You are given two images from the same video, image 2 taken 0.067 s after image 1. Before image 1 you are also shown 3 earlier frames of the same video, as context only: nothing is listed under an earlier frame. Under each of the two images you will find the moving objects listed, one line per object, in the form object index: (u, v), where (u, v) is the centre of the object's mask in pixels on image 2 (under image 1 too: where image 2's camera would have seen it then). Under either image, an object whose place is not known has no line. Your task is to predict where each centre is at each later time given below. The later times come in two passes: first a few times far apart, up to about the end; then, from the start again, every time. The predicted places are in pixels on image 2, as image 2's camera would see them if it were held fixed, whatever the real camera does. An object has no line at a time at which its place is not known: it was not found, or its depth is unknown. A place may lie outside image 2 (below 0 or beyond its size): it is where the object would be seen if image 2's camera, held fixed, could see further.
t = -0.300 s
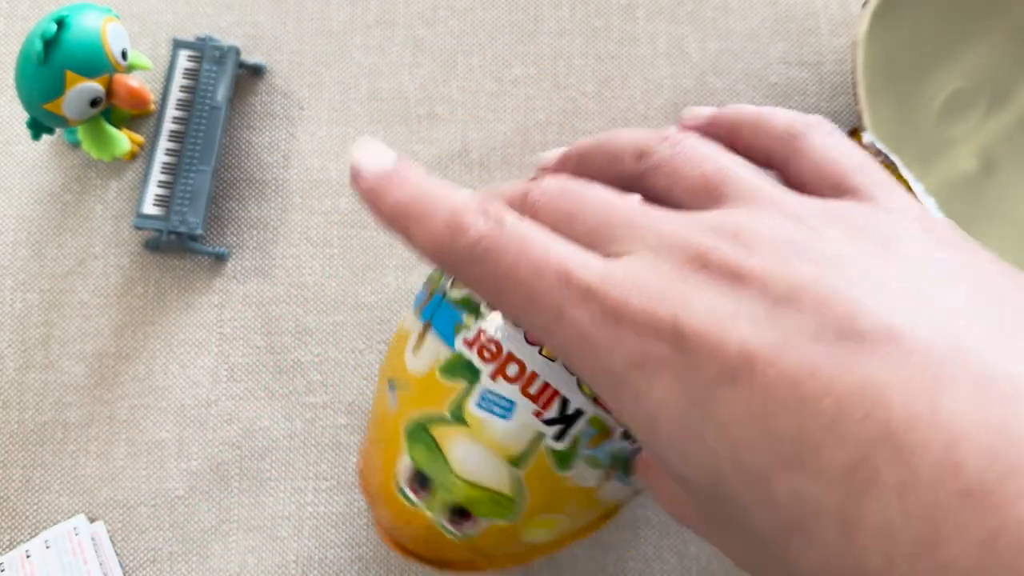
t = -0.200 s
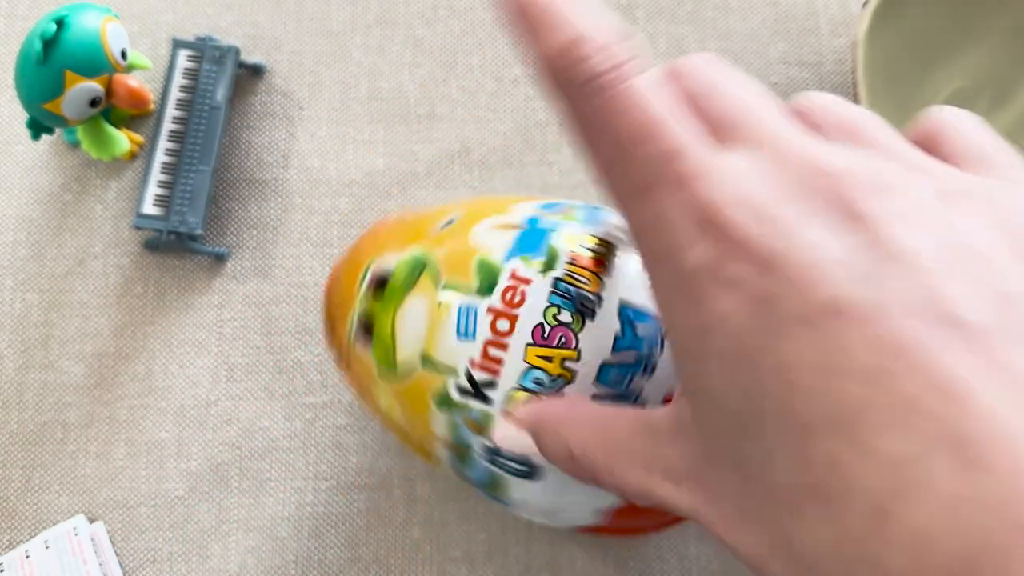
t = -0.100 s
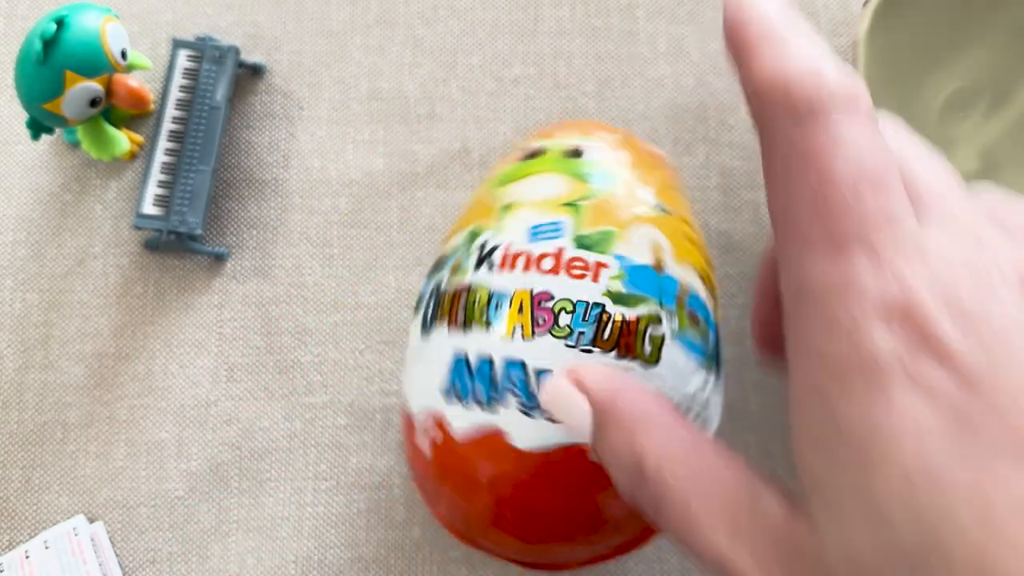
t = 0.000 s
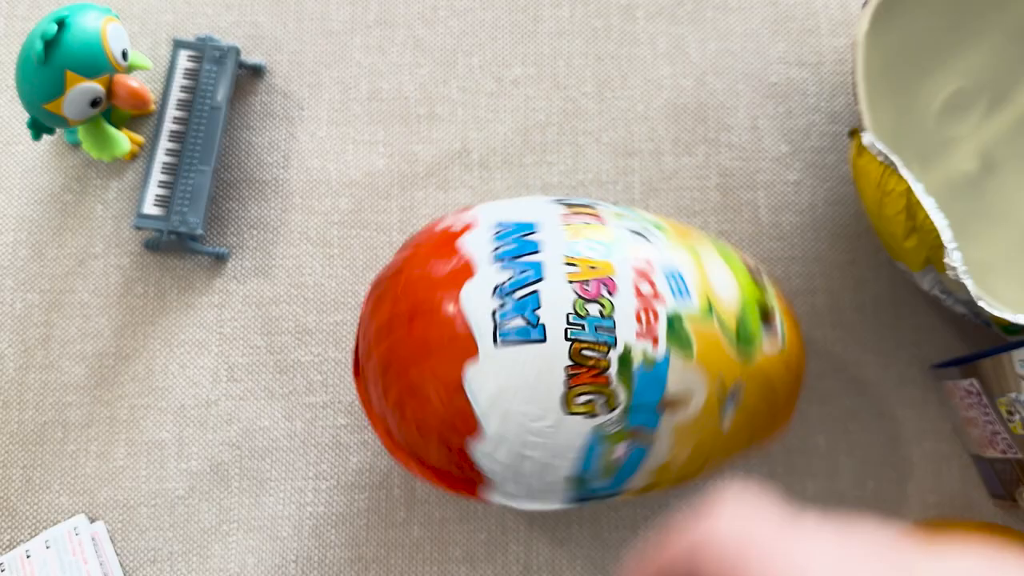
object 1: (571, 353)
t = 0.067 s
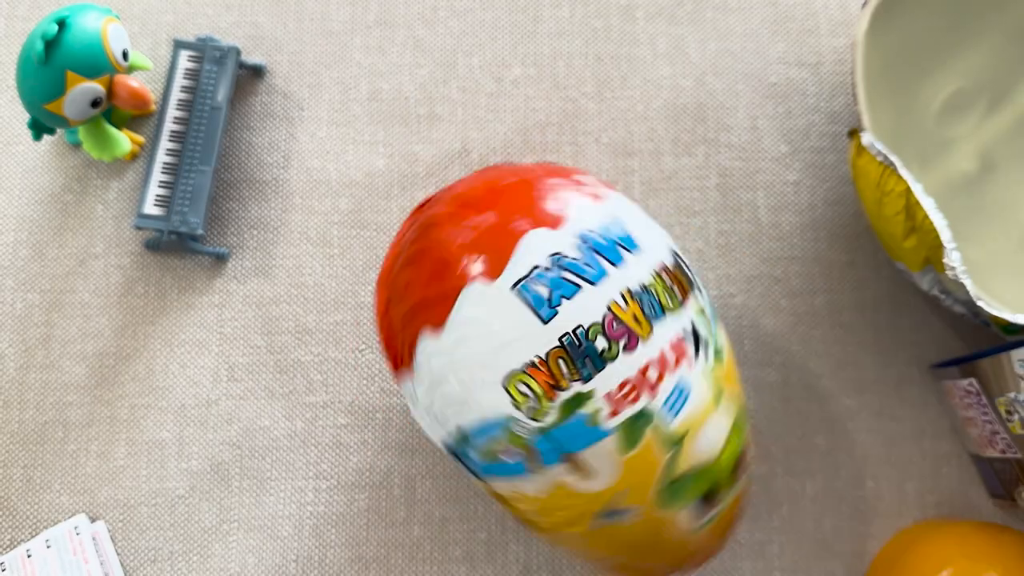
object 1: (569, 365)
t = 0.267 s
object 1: (552, 349)
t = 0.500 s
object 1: (572, 351)
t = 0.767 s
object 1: (554, 354)
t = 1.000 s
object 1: (568, 349)
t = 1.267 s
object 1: (550, 360)
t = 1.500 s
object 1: (554, 350)
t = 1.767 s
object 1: (561, 364)
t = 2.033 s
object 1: (549, 355)
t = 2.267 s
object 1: (555, 349)
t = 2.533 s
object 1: (560, 364)
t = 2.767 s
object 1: (546, 360)
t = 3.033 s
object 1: (549, 353)
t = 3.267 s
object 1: (555, 349)
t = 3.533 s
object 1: (565, 360)
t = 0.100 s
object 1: (562, 362)
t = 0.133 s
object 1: (555, 363)
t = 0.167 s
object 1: (549, 361)
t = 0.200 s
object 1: (549, 355)
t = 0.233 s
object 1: (551, 351)
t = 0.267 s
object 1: (552, 349)
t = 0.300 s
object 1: (553, 347)
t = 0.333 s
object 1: (554, 345)
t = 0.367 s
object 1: (555, 343)
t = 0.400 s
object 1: (557, 341)
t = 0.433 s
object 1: (562, 341)
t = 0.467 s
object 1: (568, 344)
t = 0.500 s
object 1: (572, 351)
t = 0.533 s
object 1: (573, 358)
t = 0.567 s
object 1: (571, 363)
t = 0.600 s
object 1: (565, 362)
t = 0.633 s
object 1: (560, 364)
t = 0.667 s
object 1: (555, 364)
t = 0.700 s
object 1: (553, 360)
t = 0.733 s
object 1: (554, 356)
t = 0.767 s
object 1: (554, 354)
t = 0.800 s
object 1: (555, 353)
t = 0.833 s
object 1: (555, 352)
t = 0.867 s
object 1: (556, 351)
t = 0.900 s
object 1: (556, 349)
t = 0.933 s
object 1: (559, 348)
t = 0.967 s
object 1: (563, 348)
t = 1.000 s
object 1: (568, 349)
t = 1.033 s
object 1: (571, 354)
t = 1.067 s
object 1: (572, 359)
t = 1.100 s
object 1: (569, 364)
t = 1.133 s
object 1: (564, 363)
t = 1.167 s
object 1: (560, 364)
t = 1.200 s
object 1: (555, 366)
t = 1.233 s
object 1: (552, 364)
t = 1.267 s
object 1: (550, 360)
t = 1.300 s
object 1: (550, 357)
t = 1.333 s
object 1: (551, 355)
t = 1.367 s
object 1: (552, 354)
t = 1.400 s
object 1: (552, 353)
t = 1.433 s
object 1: (553, 352)
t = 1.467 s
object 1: (554, 352)
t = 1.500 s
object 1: (554, 350)
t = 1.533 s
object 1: (556, 349)
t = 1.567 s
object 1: (559, 348)
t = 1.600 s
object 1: (564, 350)
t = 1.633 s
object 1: (567, 353)
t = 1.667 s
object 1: (569, 357)
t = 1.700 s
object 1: (568, 362)
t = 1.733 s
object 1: (565, 365)
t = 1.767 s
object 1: (561, 364)
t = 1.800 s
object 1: (557, 364)
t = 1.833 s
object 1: (554, 366)
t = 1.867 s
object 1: (549, 366)
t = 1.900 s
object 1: (547, 363)
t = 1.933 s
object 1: (546, 360)
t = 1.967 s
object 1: (547, 358)
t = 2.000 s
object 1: (548, 356)
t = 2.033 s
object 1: (549, 355)
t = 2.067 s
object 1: (549, 354)
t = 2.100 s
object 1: (550, 354)
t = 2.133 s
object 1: (550, 353)
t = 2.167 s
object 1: (551, 352)
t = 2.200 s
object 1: (552, 351)
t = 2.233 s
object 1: (553, 350)
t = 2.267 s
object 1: (555, 349)
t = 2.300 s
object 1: (557, 348)
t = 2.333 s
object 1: (561, 350)
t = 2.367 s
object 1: (564, 352)
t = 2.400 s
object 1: (565, 355)
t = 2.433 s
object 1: (566, 358)
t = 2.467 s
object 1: (566, 363)
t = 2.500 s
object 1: (564, 365)
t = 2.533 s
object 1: (560, 364)
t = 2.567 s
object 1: (558, 364)
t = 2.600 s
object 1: (555, 364)
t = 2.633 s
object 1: (553, 366)
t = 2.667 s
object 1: (549, 367)
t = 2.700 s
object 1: (547, 365)
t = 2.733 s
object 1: (546, 362)
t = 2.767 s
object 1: (546, 360)
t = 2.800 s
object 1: (546, 358)
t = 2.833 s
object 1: (546, 357)
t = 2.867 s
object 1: (547, 356)
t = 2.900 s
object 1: (548, 355)
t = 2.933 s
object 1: (549, 354)
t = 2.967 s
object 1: (549, 354)
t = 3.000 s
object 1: (549, 354)
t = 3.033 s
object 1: (549, 353)
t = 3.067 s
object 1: (550, 352)
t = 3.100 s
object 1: (550, 352)
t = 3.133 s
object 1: (551, 351)
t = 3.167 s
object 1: (551, 350)
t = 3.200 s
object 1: (553, 350)
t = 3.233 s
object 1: (554, 349)
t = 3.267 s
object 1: (555, 349)
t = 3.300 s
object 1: (556, 348)
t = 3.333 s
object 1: (559, 349)
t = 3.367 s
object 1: (561, 350)
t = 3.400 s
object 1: (562, 351)
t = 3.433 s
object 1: (563, 353)
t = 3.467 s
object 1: (564, 355)
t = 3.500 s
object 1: (565, 357)
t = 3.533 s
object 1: (565, 360)
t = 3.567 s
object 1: (564, 362)
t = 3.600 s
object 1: (564, 364)
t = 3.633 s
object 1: (563, 365)
